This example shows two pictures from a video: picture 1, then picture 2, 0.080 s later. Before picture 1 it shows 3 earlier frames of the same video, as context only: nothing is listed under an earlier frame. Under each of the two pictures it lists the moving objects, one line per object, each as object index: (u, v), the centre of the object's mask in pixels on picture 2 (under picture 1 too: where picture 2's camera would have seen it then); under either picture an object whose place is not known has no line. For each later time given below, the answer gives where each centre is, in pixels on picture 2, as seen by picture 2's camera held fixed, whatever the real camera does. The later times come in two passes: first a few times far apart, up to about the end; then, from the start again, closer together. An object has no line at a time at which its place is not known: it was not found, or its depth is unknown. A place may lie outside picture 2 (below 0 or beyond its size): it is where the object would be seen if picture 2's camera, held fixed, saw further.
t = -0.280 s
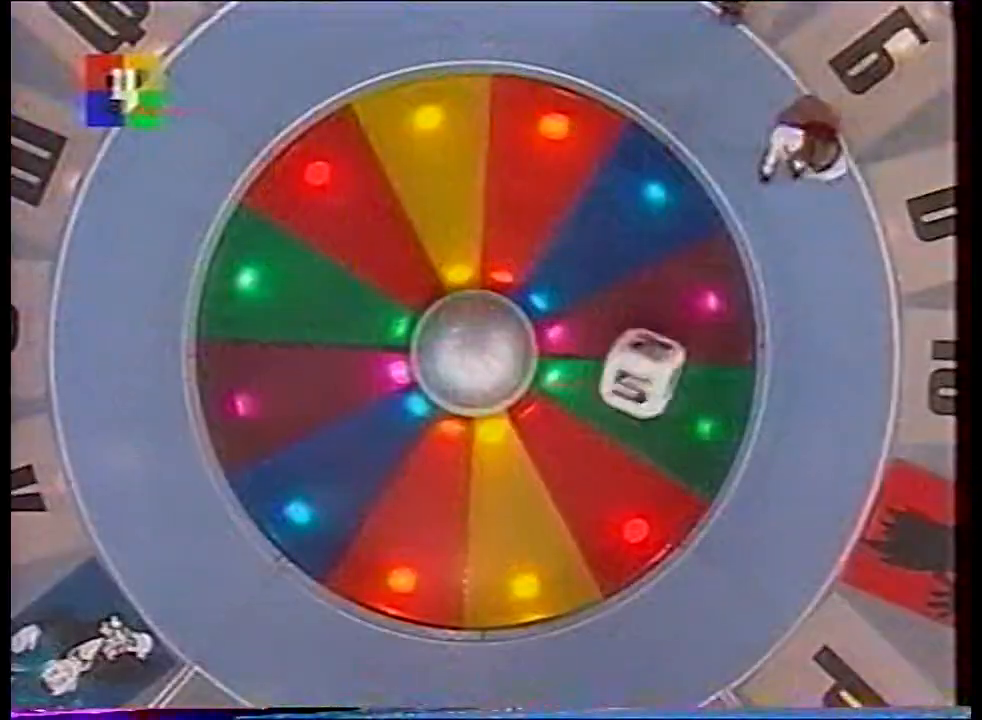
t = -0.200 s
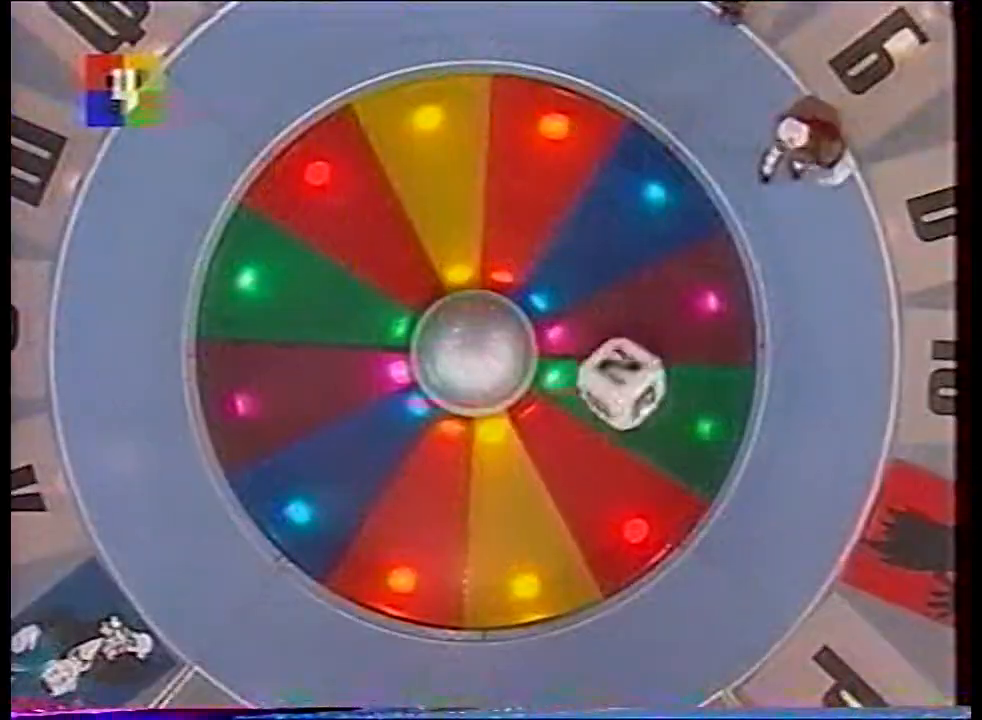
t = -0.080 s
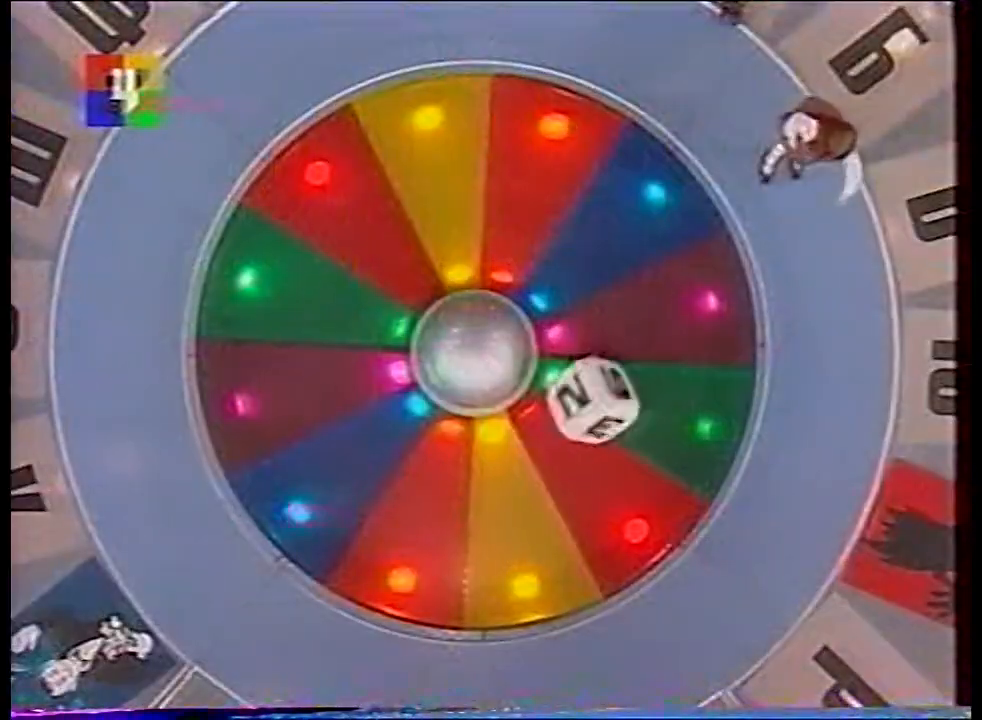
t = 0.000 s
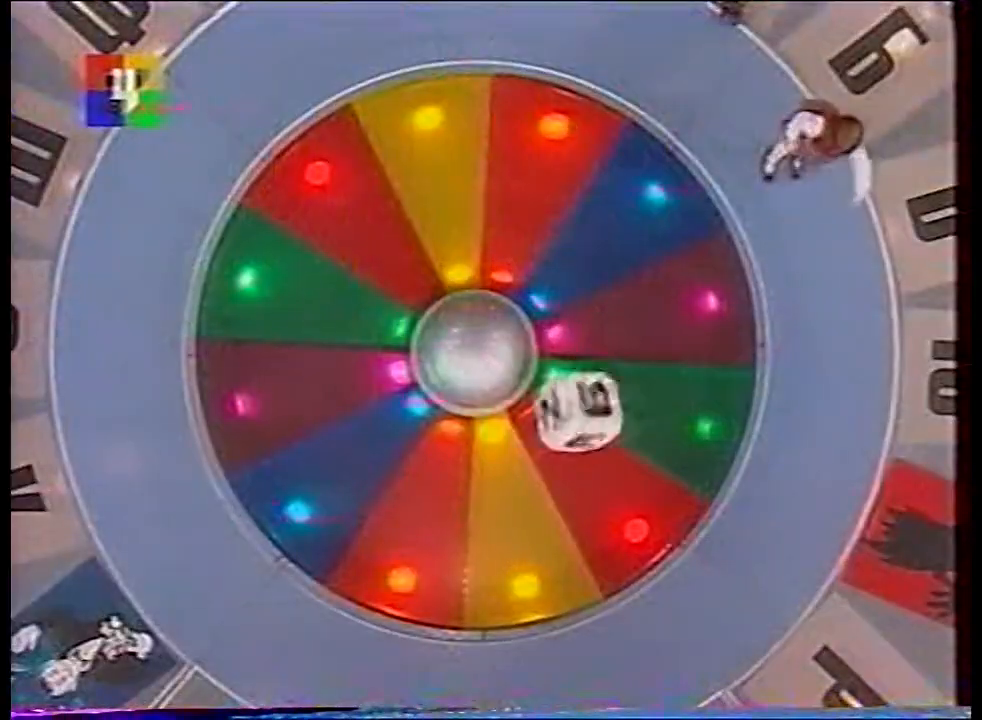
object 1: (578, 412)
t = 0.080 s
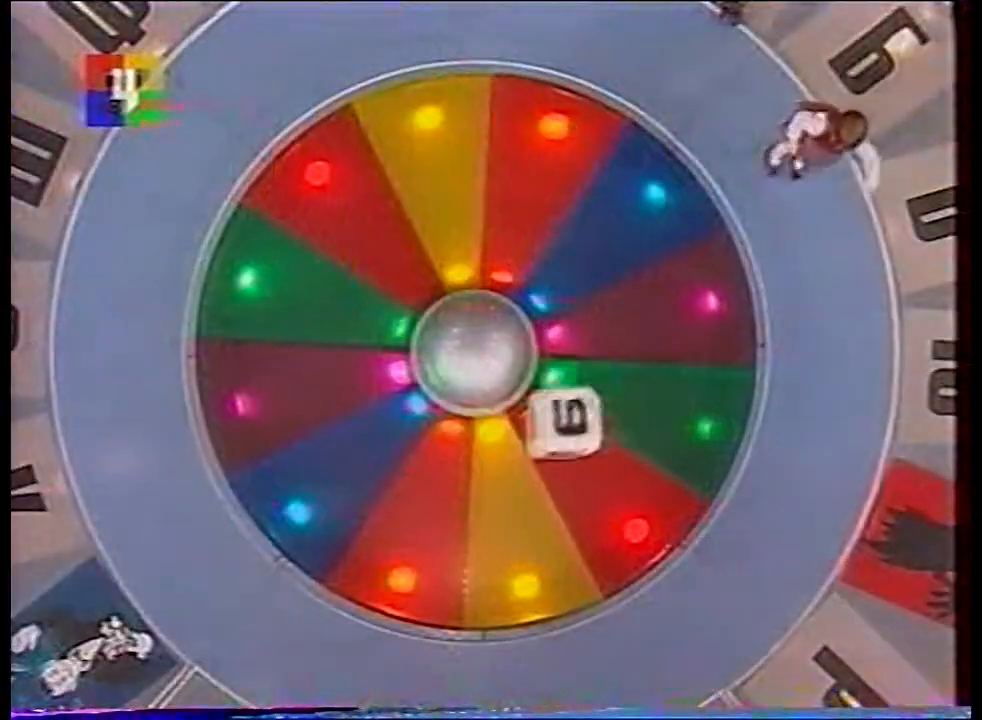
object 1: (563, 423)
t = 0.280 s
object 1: (545, 452)
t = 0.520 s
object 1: (546, 489)
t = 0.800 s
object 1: (536, 521)
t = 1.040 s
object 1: (529, 553)
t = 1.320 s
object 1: (526, 569)
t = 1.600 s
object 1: (525, 566)
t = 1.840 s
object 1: (530, 545)
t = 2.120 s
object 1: (530, 538)
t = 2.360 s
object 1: (528, 563)
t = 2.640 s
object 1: (528, 547)
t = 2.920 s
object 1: (526, 554)
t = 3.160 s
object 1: (527, 549)
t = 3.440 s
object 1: (528, 553)
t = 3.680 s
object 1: (528, 549)
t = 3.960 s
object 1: (527, 549)
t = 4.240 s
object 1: (527, 550)
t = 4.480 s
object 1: (527, 549)
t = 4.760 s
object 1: (527, 550)
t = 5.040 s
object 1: (527, 550)
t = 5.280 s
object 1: (527, 550)
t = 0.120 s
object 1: (555, 428)
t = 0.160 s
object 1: (548, 435)
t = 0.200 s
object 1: (547, 445)
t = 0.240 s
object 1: (546, 447)
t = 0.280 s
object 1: (545, 452)
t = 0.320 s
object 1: (544, 458)
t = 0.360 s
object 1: (544, 464)
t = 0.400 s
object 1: (544, 470)
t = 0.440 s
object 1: (544, 475)
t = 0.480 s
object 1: (546, 481)
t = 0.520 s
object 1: (546, 489)
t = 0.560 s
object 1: (546, 500)
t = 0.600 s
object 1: (543, 509)
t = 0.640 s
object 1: (539, 512)
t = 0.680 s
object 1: (538, 510)
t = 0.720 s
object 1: (537, 513)
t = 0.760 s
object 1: (535, 517)
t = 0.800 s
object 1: (536, 521)
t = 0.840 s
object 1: (535, 524)
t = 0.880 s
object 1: (536, 529)
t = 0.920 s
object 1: (534, 534)
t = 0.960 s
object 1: (532, 539)
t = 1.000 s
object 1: (529, 545)
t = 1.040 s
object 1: (529, 553)
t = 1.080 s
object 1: (527, 561)
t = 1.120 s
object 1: (528, 567)
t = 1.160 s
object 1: (527, 572)
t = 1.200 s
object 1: (525, 574)
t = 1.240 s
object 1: (527, 559)
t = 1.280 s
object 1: (526, 561)
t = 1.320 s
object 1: (526, 569)
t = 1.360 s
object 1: (525, 570)
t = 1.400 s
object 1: (524, 562)
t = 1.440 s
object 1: (525, 562)
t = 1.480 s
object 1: (525, 562)
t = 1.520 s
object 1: (525, 569)
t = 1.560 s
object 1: (525, 568)
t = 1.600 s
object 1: (525, 566)
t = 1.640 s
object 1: (525, 566)
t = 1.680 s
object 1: (524, 567)
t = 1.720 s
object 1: (525, 565)
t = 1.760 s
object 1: (528, 559)
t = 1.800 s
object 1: (529, 550)
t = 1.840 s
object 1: (530, 545)
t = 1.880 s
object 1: (530, 540)
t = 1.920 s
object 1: (529, 538)
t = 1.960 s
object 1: (529, 536)
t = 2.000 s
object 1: (530, 535)
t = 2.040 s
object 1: (531, 536)
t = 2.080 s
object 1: (531, 536)
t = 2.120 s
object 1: (530, 538)
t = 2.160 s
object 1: (529, 540)
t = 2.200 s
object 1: (529, 543)
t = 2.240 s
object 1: (528, 549)
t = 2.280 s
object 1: (527, 554)
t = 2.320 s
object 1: (528, 560)
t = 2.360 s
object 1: (528, 563)
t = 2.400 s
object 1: (527, 564)
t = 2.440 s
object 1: (527, 565)
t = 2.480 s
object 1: (526, 563)
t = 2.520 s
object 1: (526, 560)
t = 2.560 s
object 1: (525, 556)
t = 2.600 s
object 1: (526, 550)
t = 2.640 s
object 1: (528, 547)
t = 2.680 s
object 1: (530, 544)
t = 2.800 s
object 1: (529, 544)
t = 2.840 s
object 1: (527, 547)
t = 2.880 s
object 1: (526, 550)
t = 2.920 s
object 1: (526, 554)
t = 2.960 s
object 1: (526, 557)
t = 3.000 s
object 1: (527, 558)
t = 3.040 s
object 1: (528, 557)
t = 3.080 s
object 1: (528, 556)
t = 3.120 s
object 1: (528, 553)
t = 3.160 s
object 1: (527, 549)
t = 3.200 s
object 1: (525, 547)
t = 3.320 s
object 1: (526, 549)
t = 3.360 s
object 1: (528, 552)
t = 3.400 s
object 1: (528, 554)
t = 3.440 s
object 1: (528, 553)
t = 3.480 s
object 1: (528, 553)
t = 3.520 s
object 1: (528, 551)
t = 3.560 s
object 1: (528, 549)
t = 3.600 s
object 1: (528, 548)
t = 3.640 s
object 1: (528, 548)
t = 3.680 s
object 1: (528, 549)
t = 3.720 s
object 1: (528, 551)
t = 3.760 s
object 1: (527, 553)
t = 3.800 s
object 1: (527, 553)
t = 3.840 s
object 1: (527, 552)
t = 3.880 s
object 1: (527, 551)
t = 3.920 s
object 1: (528, 550)
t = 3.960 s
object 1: (527, 549)
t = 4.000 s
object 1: (527, 550)
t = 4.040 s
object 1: (528, 551)
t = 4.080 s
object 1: (529, 551)
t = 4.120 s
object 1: (528, 551)
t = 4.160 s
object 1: (528, 550)
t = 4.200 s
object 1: (527, 550)
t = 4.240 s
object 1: (527, 550)
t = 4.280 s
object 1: (527, 550)
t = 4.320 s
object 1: (526, 551)
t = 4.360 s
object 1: (527, 551)
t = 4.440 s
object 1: (527, 550)
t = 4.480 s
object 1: (527, 549)
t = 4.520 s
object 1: (527, 550)
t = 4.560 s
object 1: (527, 550)
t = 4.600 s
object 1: (528, 550)
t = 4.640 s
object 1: (528, 551)
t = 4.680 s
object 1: (528, 550)
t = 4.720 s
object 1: (527, 550)
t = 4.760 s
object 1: (527, 550)
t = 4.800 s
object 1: (526, 550)
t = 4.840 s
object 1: (525, 551)
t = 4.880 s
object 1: (525, 551)
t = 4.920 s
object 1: (525, 551)
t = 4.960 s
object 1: (527, 551)
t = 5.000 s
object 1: (528, 551)
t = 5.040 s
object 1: (527, 550)
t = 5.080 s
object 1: (528, 551)
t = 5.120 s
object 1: (528, 551)
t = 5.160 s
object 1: (528, 551)
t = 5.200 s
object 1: (528, 550)
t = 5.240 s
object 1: (528, 550)
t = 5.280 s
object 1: (527, 550)
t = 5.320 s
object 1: (527, 551)
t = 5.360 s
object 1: (526, 551)
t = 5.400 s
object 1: (526, 551)
